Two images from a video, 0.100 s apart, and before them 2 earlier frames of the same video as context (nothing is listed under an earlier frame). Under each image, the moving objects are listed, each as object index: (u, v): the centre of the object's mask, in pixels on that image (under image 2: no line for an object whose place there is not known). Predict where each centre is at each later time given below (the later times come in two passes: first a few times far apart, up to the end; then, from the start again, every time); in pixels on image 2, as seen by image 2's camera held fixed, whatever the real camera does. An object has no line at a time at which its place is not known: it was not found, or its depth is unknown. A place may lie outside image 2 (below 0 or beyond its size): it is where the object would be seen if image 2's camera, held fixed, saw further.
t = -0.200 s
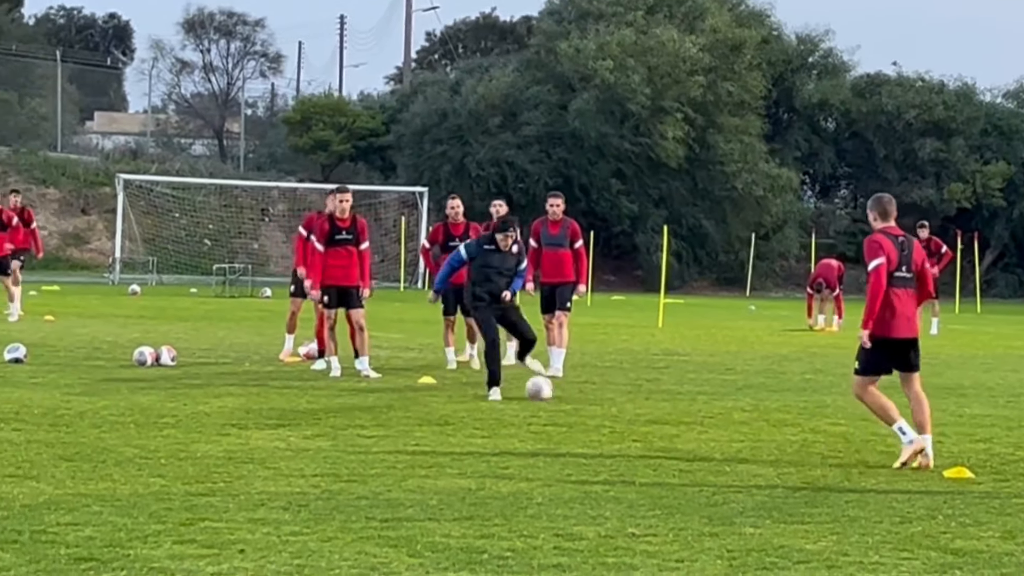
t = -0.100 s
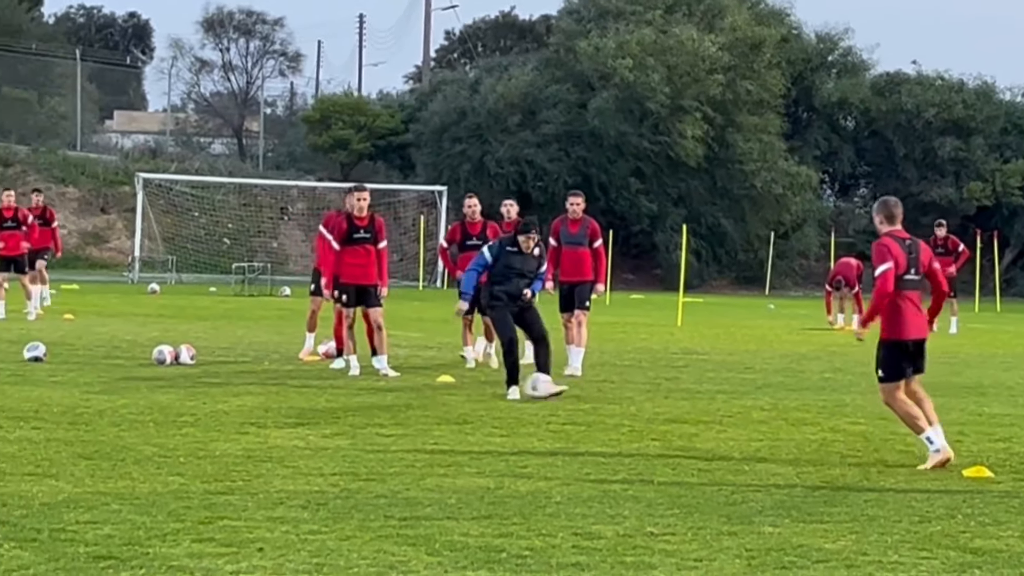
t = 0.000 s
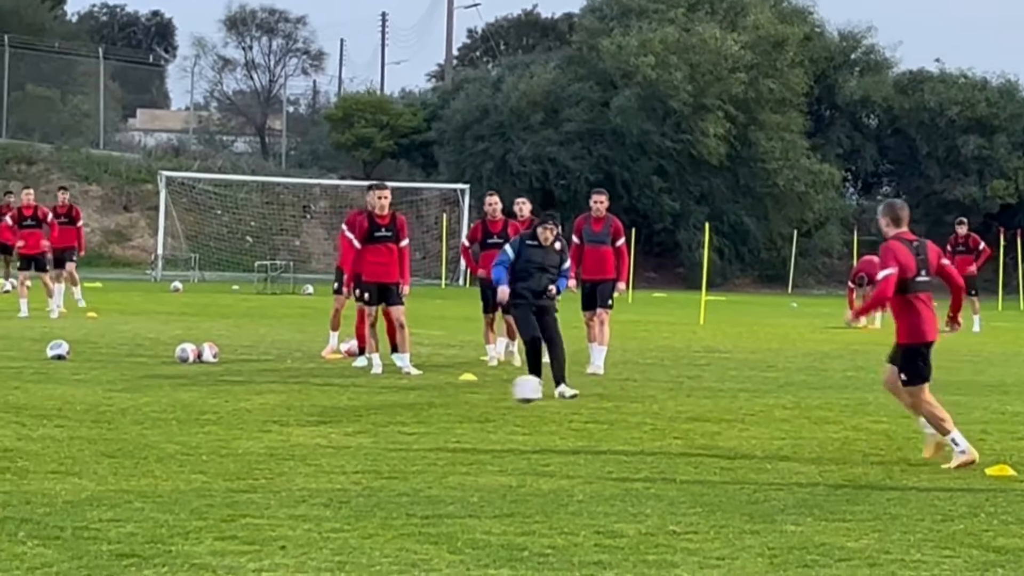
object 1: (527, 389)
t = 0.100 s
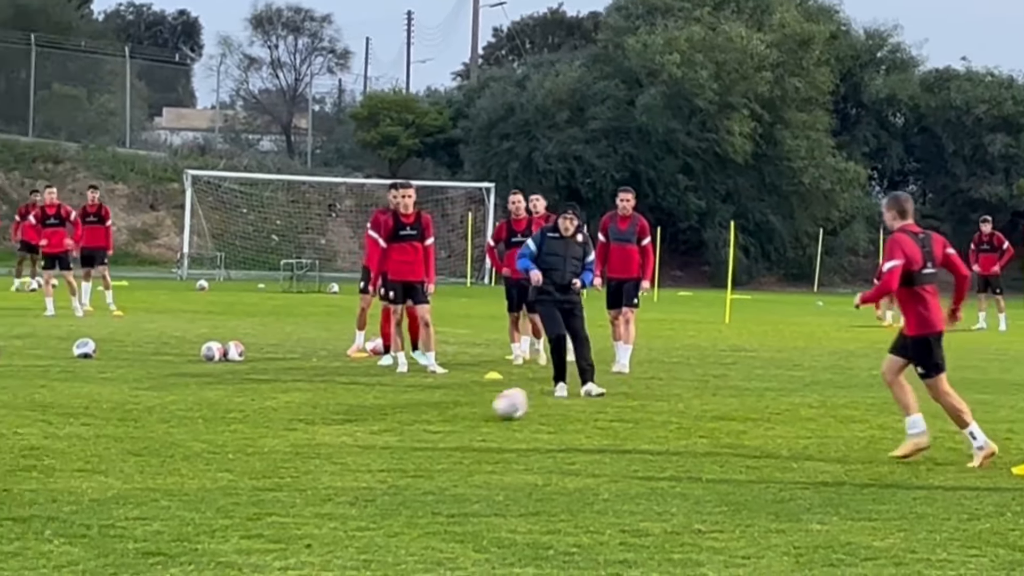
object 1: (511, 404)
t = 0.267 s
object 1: (431, 424)
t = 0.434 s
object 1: (337, 435)
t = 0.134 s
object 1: (496, 410)
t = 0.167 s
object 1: (480, 414)
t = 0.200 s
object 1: (465, 416)
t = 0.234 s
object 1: (449, 418)
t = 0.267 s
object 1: (431, 424)
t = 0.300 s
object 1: (413, 430)
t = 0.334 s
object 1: (394, 433)
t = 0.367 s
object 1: (376, 432)
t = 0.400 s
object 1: (358, 432)
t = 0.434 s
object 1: (337, 435)
